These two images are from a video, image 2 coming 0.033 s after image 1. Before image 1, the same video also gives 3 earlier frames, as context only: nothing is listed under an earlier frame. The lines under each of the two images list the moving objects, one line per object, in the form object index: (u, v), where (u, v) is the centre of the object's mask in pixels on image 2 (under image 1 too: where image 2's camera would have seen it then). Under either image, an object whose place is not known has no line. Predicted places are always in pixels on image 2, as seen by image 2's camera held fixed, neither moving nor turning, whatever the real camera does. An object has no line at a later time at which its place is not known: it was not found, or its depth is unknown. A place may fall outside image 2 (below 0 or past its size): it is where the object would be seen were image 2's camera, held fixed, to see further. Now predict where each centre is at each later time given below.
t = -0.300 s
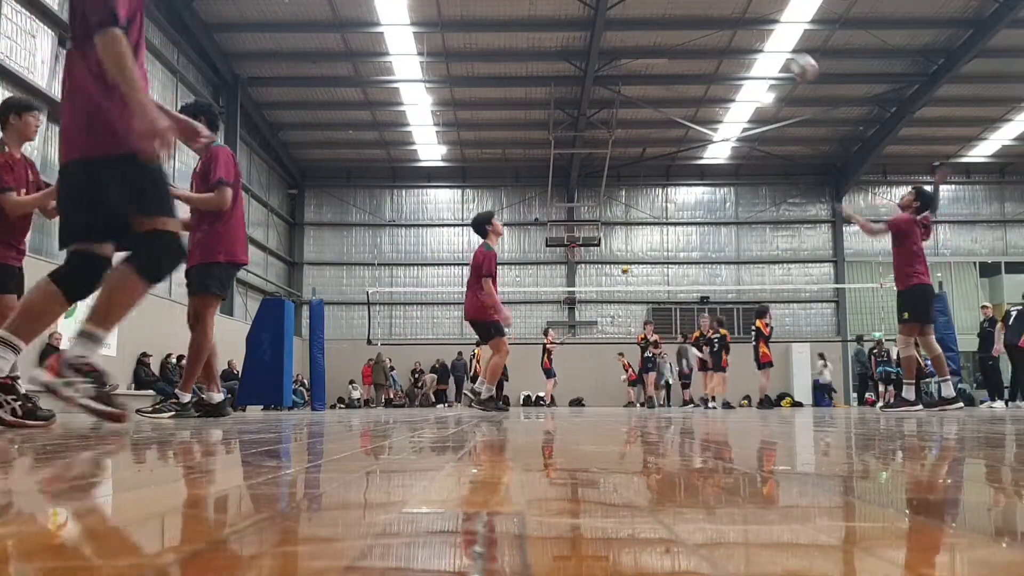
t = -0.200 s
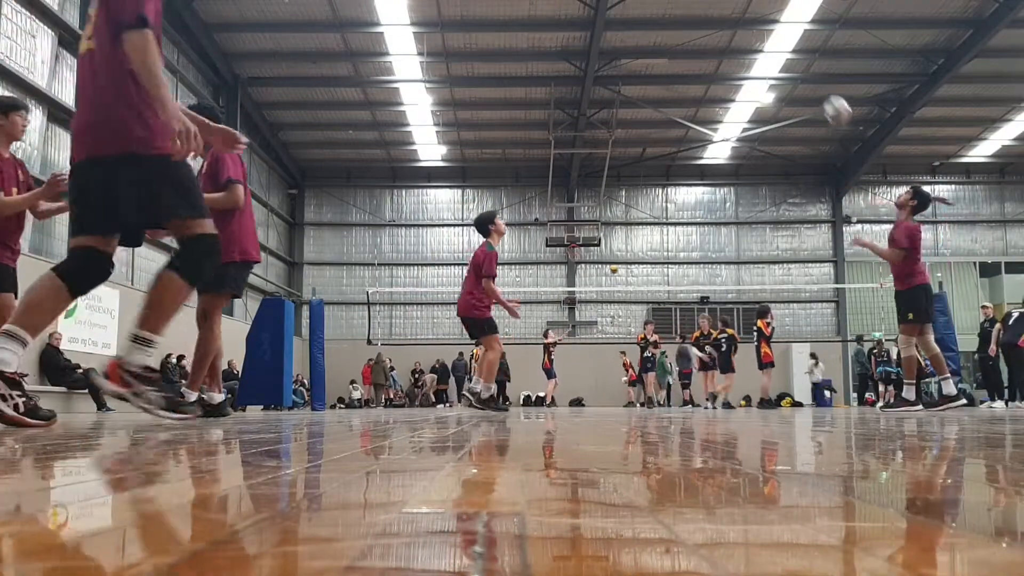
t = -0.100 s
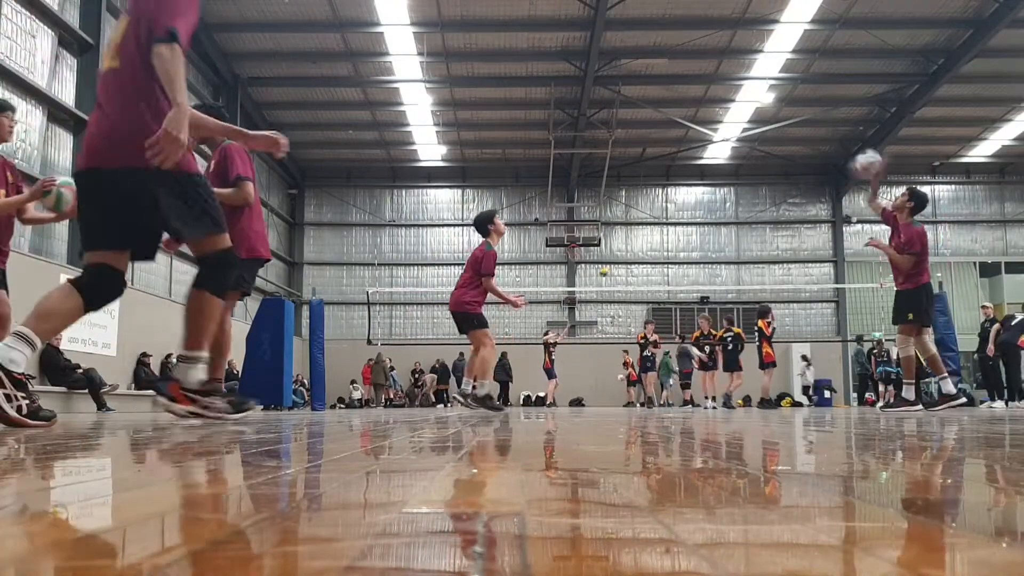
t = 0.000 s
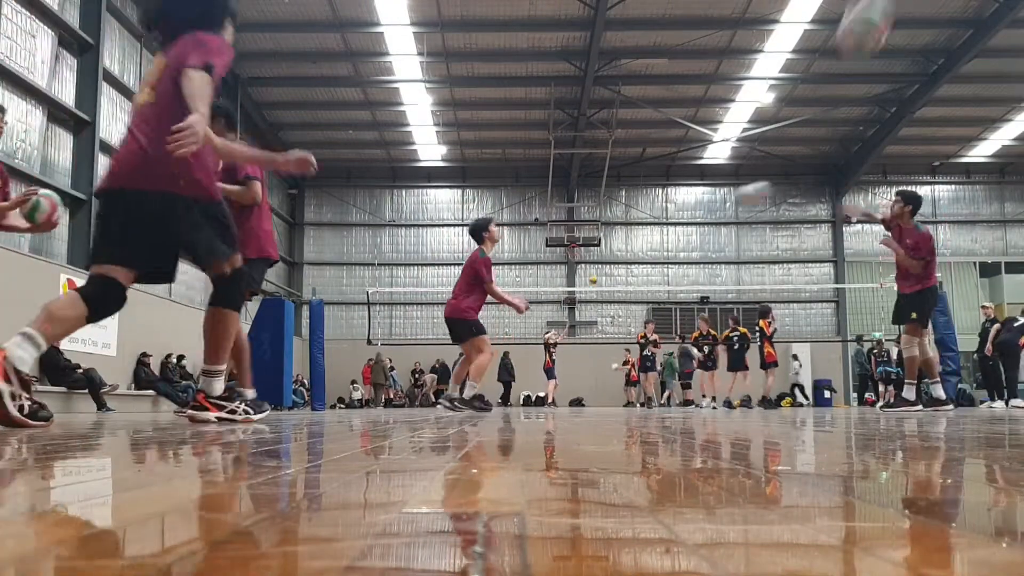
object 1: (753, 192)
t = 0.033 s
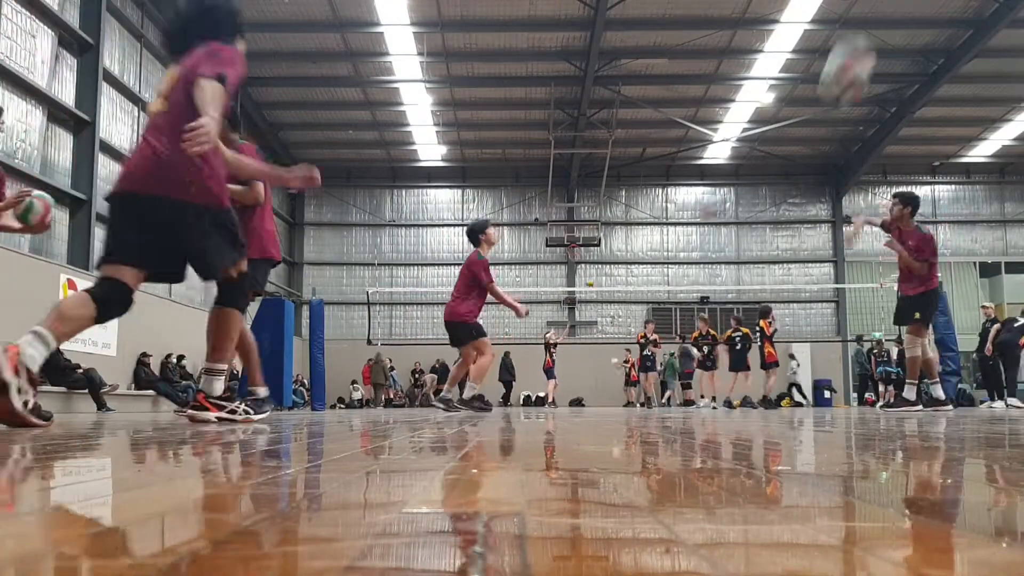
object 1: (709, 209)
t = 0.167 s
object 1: (559, 269)
